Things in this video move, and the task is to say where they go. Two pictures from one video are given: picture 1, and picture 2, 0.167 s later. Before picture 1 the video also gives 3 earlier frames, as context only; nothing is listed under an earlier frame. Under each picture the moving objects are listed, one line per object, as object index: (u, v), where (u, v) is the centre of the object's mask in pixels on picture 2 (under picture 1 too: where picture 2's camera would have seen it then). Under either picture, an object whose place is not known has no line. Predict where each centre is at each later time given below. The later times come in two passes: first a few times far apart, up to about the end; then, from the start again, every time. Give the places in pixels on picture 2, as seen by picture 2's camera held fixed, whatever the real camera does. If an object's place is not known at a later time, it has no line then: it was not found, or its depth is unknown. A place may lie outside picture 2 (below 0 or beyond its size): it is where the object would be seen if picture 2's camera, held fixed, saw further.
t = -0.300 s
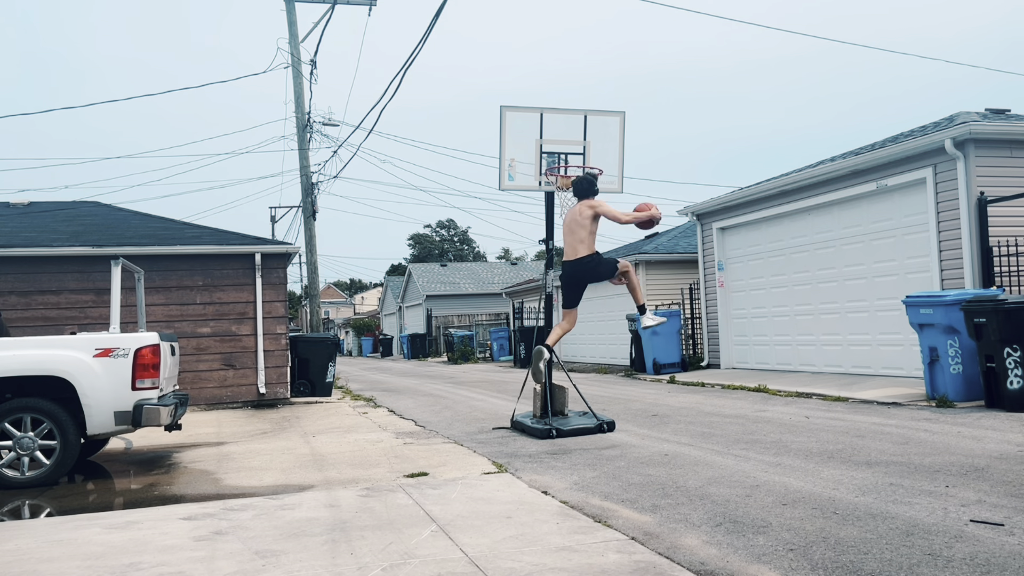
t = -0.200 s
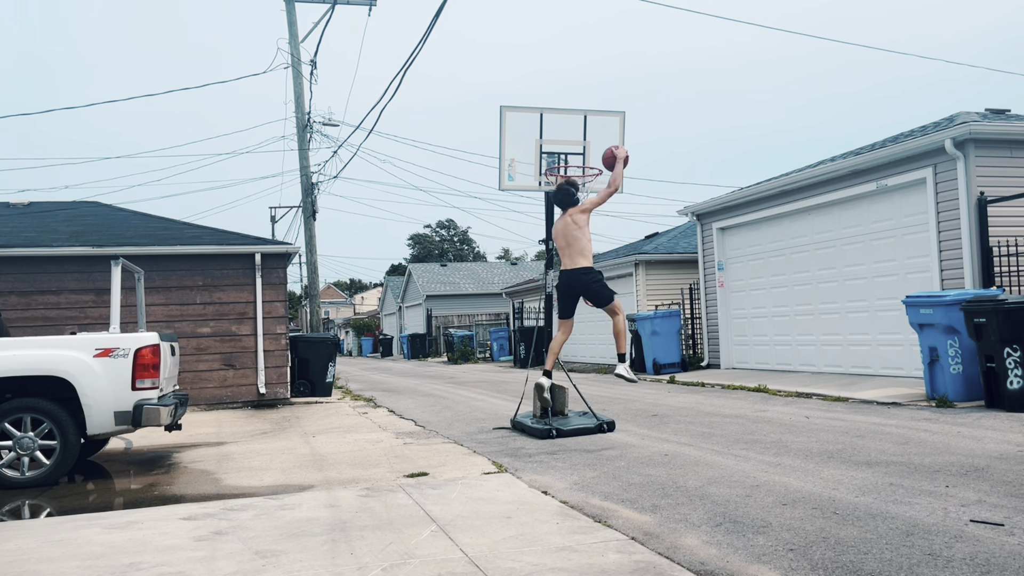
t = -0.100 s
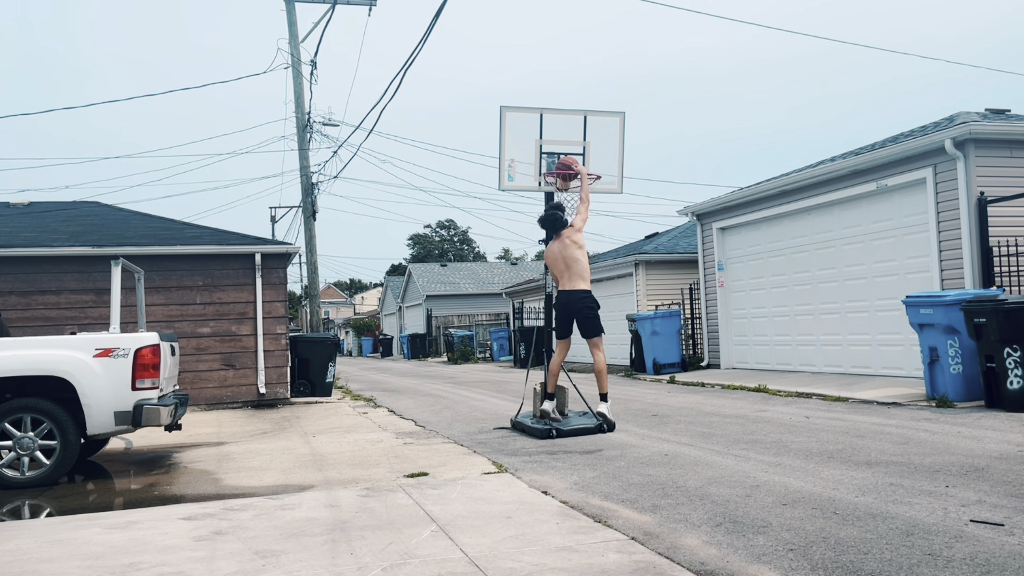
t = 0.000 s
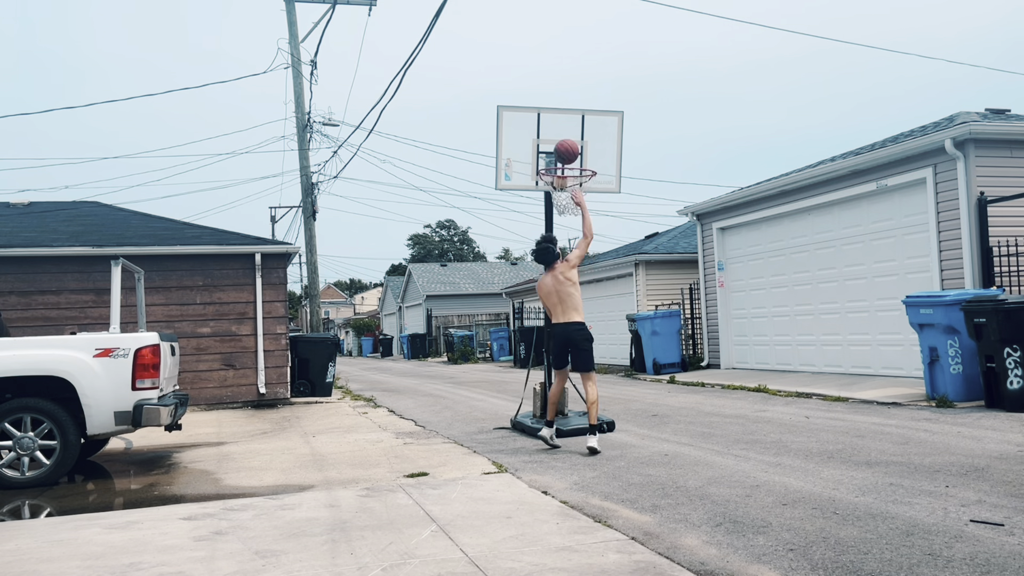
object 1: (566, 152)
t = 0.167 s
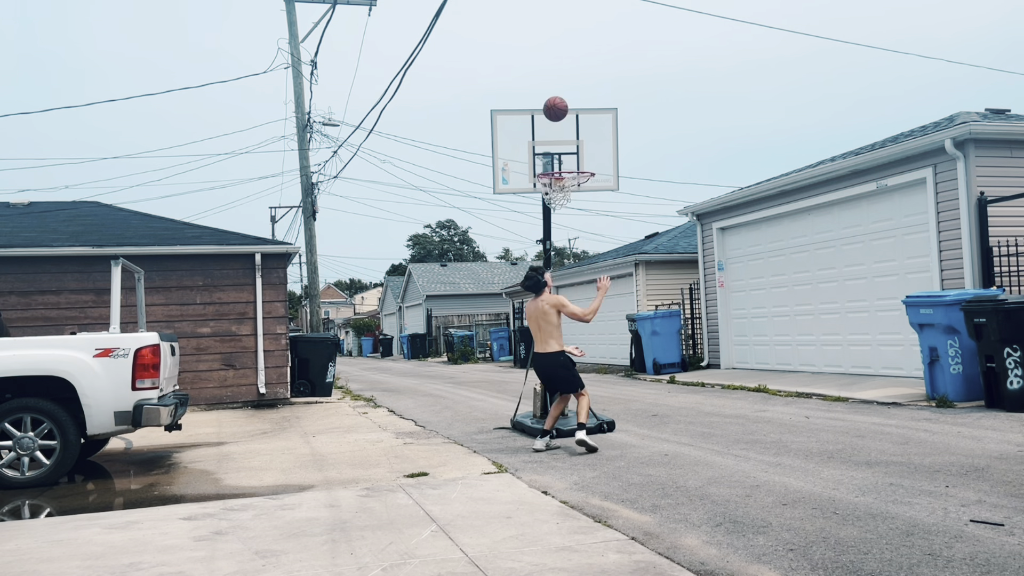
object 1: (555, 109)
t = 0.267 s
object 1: (550, 97)
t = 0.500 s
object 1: (540, 97)
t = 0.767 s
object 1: (537, 98)
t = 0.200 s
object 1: (554, 104)
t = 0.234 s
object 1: (552, 100)
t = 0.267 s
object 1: (550, 97)
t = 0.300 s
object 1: (548, 95)
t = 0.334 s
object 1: (546, 95)
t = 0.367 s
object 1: (545, 95)
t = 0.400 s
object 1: (543, 96)
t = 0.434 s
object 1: (542, 97)
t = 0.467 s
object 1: (541, 98)
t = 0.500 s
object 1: (540, 97)
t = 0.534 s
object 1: (539, 97)
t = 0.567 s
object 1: (539, 97)
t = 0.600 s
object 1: (539, 97)
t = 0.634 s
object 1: (538, 97)
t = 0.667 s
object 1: (538, 97)
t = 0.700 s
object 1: (538, 97)
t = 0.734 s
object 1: (538, 97)
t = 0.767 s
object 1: (537, 98)
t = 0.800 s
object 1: (537, 98)
